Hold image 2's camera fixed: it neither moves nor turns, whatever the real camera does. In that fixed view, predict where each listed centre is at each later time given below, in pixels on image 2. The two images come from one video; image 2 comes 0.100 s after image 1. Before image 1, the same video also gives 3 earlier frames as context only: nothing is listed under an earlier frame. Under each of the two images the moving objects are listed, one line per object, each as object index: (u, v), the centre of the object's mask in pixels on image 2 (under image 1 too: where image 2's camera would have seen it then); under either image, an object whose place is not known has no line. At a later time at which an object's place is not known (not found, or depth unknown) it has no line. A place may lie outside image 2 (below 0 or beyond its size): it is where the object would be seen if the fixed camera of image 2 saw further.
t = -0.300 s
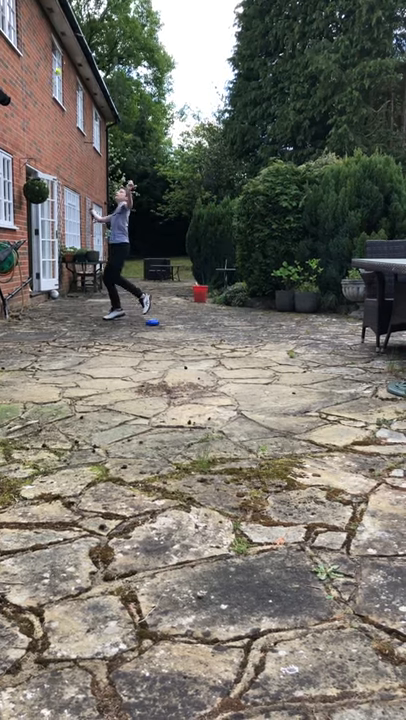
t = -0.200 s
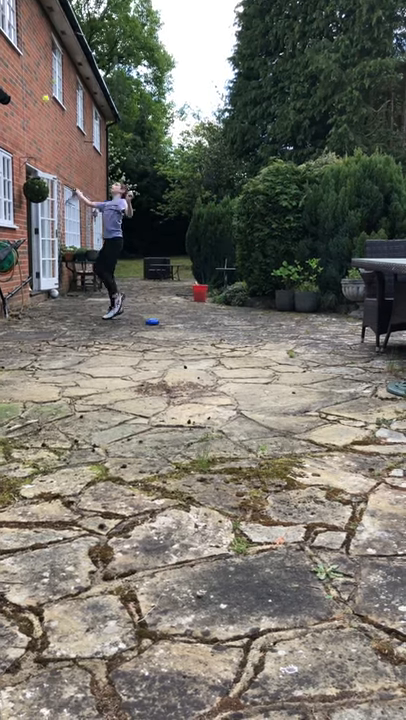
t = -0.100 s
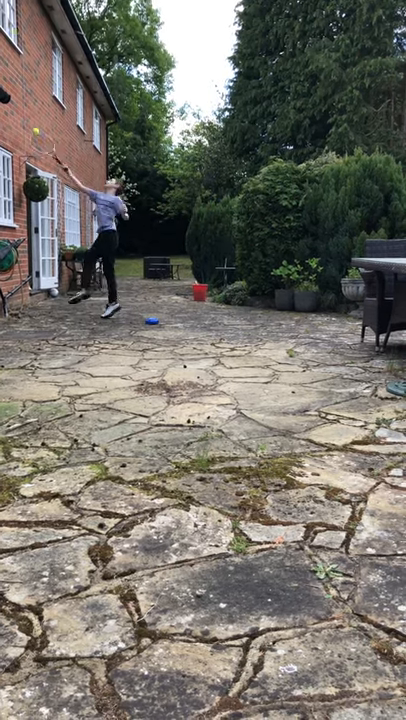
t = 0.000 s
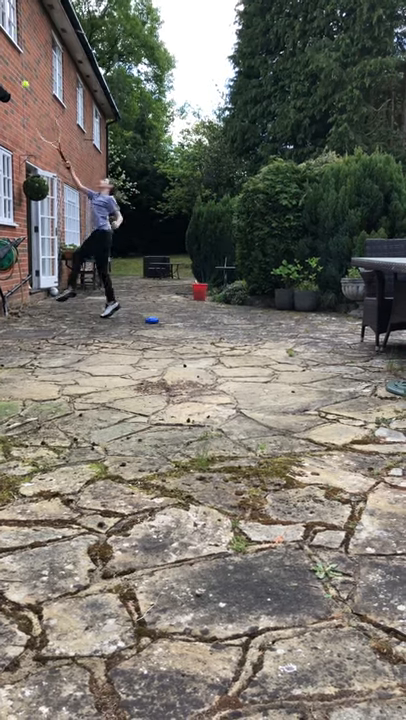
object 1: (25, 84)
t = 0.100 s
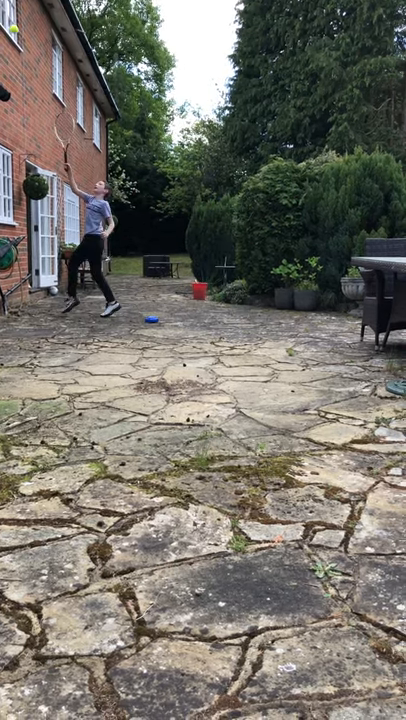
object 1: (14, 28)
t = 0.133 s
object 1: (9, 11)
